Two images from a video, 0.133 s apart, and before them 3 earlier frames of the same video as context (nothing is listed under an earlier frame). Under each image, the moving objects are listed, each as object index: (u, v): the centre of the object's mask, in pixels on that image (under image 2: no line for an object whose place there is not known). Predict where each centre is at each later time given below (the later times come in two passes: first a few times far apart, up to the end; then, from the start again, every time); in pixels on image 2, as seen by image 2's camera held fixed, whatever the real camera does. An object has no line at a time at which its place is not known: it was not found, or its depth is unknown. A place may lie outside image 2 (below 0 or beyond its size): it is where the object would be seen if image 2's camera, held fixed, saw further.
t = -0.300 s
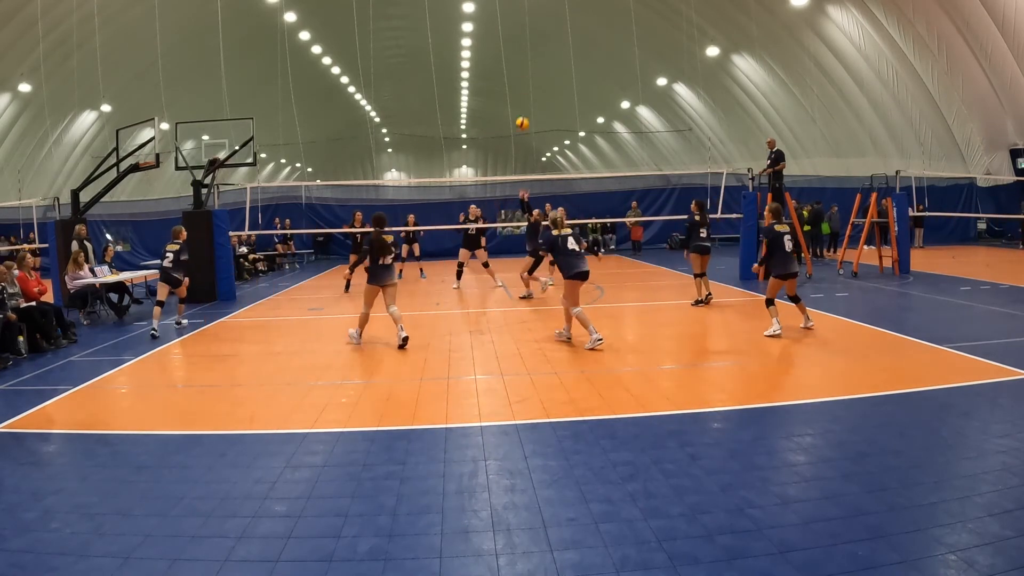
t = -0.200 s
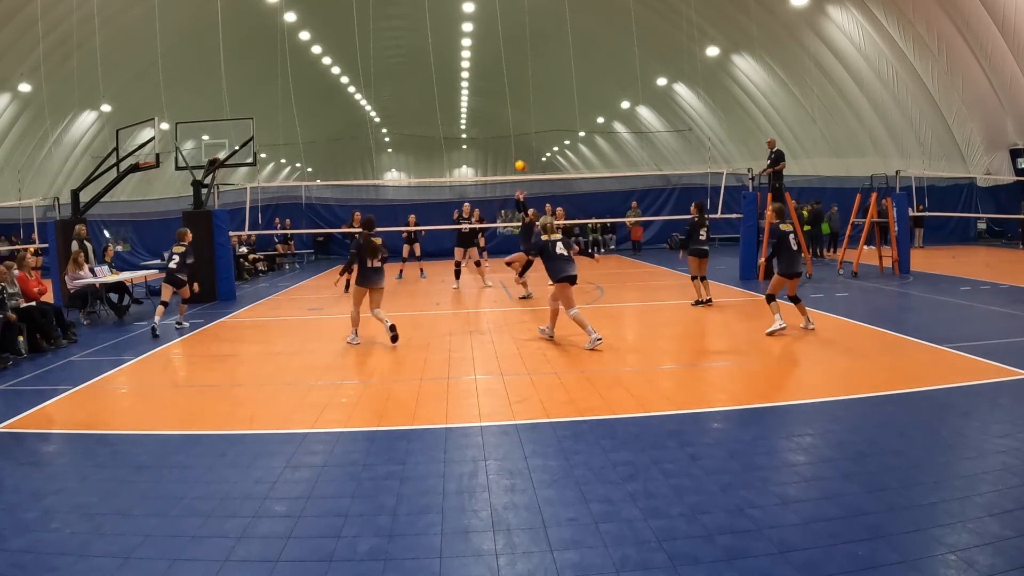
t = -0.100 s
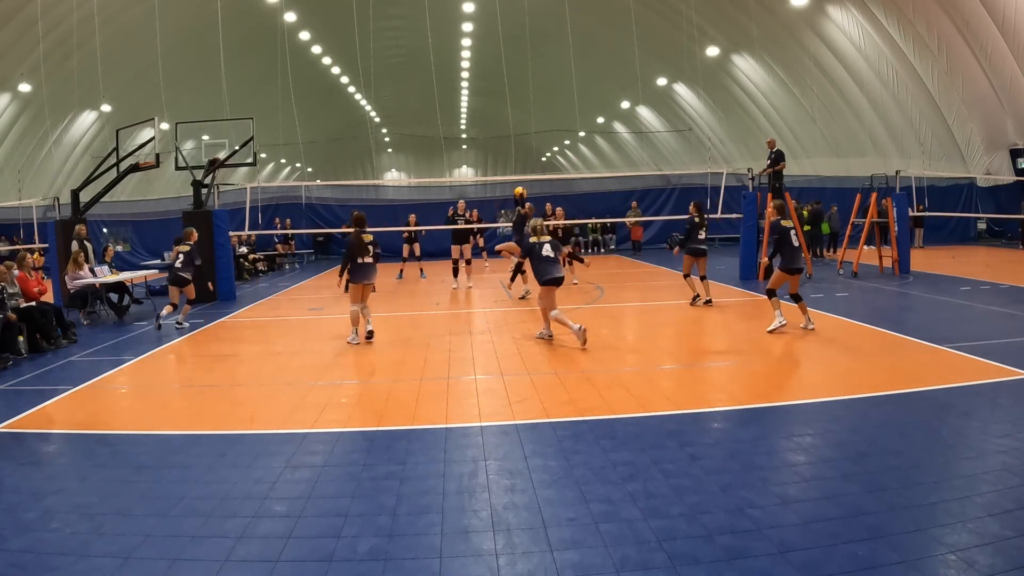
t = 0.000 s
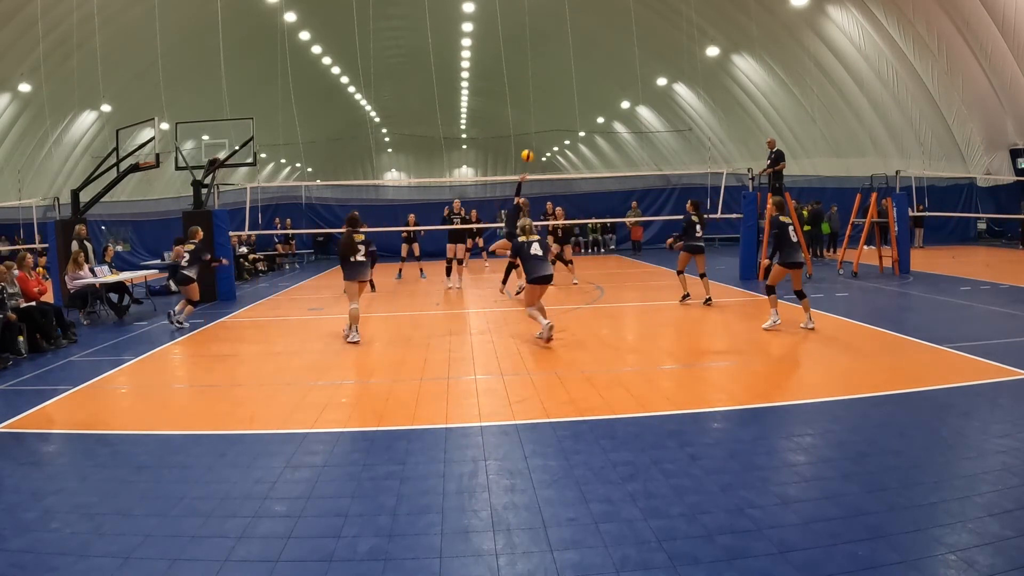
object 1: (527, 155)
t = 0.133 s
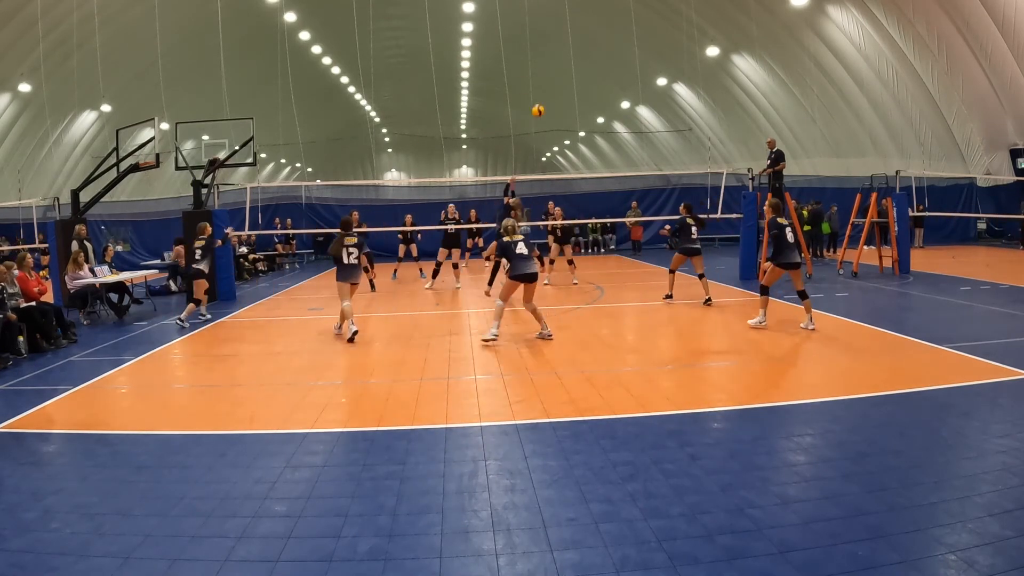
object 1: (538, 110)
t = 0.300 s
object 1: (550, 71)
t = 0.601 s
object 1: (572, 40)
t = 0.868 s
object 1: (592, 53)
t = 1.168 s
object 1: (615, 111)
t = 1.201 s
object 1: (617, 120)
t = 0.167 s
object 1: (540, 101)
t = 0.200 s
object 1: (543, 92)
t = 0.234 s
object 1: (545, 85)
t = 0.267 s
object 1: (547, 77)
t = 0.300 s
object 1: (550, 71)
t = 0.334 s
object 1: (552, 65)
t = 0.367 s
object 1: (555, 60)
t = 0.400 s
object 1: (557, 55)
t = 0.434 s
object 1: (559, 51)
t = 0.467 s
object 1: (562, 48)
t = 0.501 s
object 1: (564, 45)
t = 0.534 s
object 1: (567, 43)
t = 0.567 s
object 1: (569, 41)
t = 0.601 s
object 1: (572, 40)
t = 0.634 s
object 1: (574, 40)
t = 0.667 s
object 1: (577, 40)
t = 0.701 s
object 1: (579, 40)
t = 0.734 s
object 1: (581, 42)
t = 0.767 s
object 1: (584, 44)
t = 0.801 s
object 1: (587, 46)
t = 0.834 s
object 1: (589, 49)
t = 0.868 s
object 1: (592, 53)
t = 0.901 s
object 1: (594, 57)
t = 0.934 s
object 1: (597, 62)
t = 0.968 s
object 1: (599, 67)
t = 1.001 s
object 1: (602, 73)
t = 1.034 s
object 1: (605, 80)
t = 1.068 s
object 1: (607, 87)
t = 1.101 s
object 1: (609, 94)
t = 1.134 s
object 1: (612, 102)
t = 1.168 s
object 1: (615, 111)
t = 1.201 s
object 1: (617, 120)
